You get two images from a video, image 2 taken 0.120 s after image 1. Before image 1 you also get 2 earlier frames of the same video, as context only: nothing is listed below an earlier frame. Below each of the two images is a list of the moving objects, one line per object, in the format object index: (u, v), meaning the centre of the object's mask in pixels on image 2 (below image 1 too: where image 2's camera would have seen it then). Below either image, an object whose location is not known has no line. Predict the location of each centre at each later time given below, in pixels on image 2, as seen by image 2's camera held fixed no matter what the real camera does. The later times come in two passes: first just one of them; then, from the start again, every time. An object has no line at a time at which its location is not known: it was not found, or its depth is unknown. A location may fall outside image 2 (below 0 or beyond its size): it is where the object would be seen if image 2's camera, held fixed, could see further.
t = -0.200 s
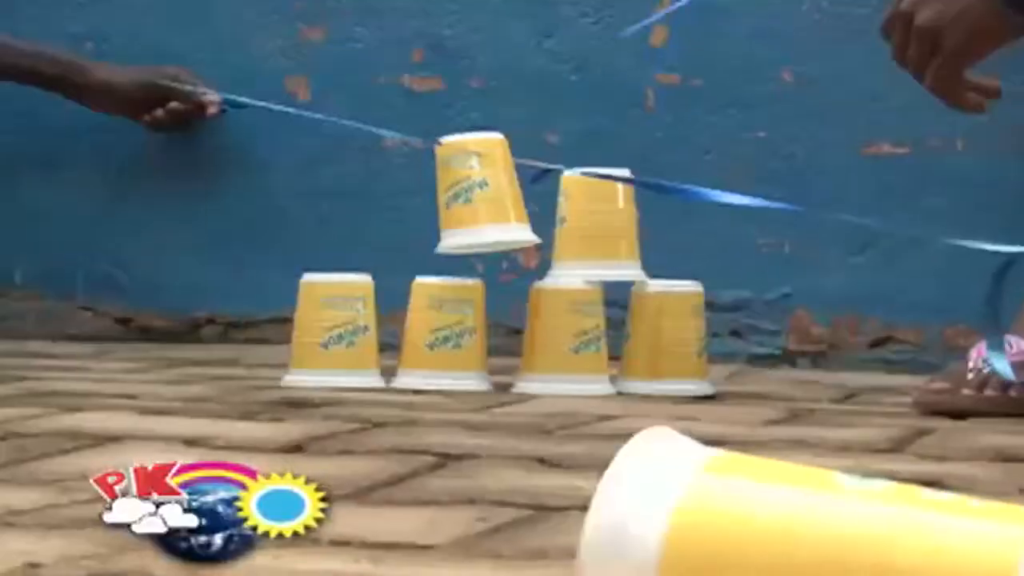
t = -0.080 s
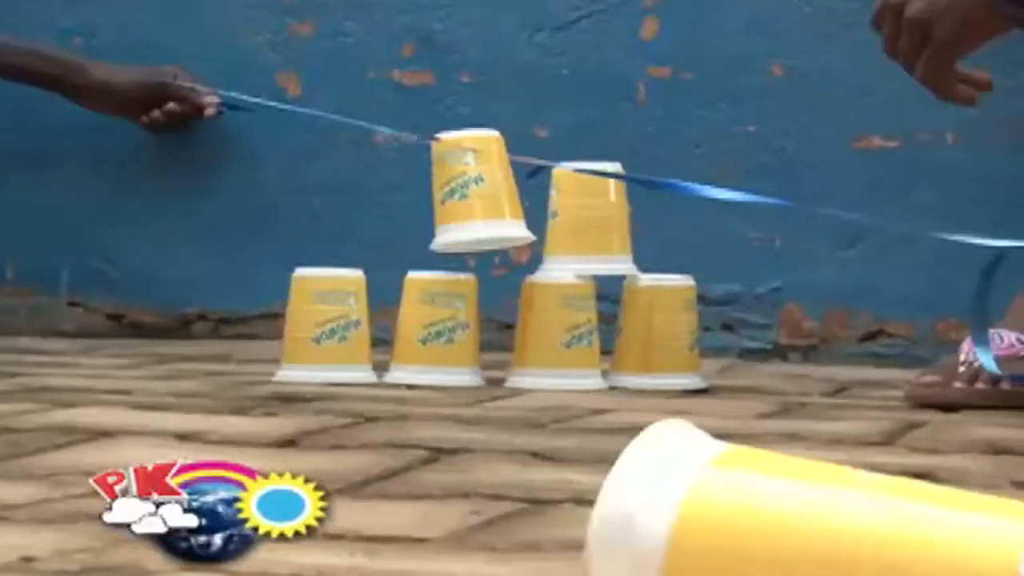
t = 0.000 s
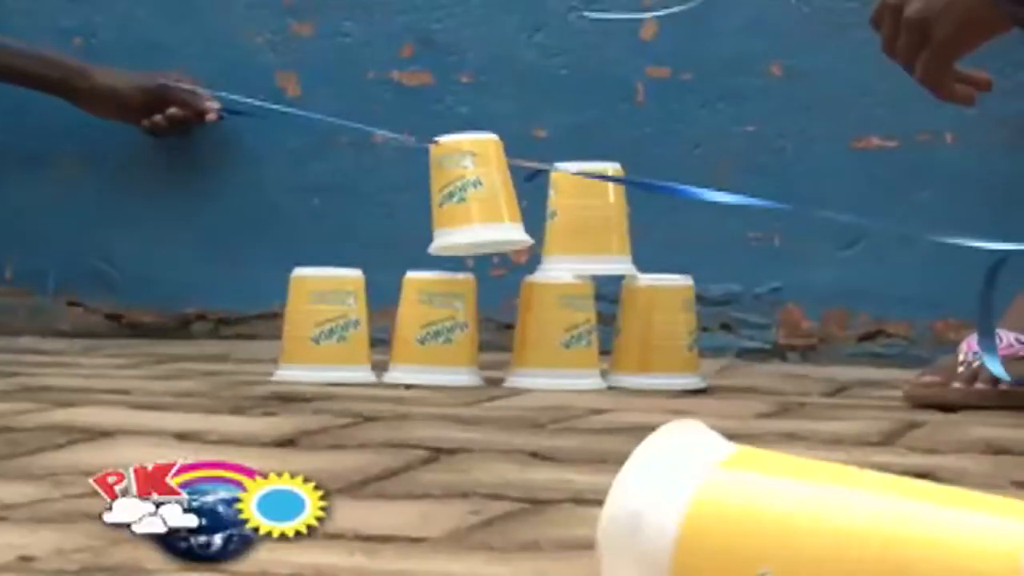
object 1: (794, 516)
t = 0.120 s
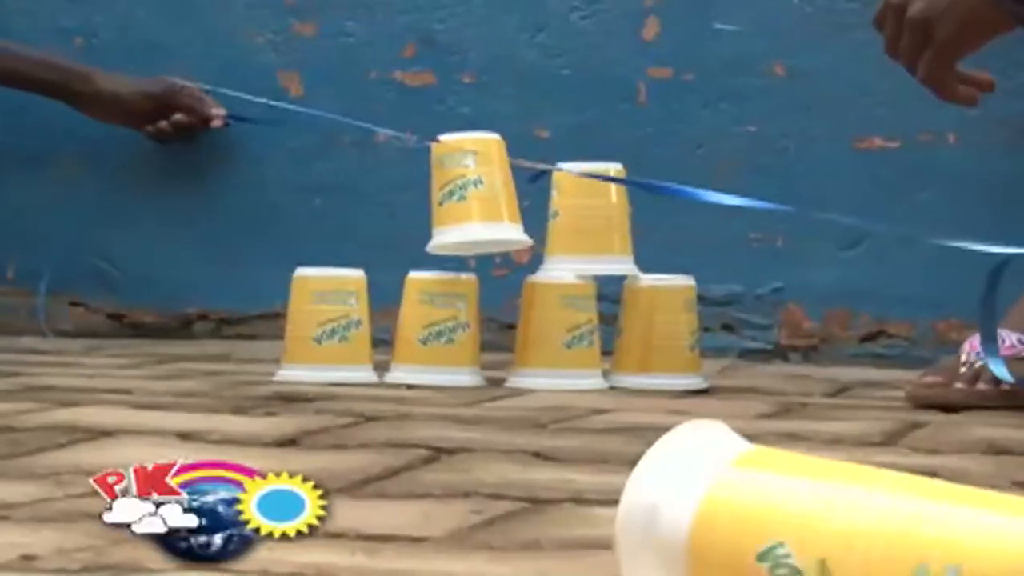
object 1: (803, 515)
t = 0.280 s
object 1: (818, 517)
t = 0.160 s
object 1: (807, 516)
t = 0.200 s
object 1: (811, 516)
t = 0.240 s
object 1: (815, 517)
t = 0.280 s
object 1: (818, 517)
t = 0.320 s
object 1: (820, 517)
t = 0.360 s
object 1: (822, 518)
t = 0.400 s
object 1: (823, 518)
